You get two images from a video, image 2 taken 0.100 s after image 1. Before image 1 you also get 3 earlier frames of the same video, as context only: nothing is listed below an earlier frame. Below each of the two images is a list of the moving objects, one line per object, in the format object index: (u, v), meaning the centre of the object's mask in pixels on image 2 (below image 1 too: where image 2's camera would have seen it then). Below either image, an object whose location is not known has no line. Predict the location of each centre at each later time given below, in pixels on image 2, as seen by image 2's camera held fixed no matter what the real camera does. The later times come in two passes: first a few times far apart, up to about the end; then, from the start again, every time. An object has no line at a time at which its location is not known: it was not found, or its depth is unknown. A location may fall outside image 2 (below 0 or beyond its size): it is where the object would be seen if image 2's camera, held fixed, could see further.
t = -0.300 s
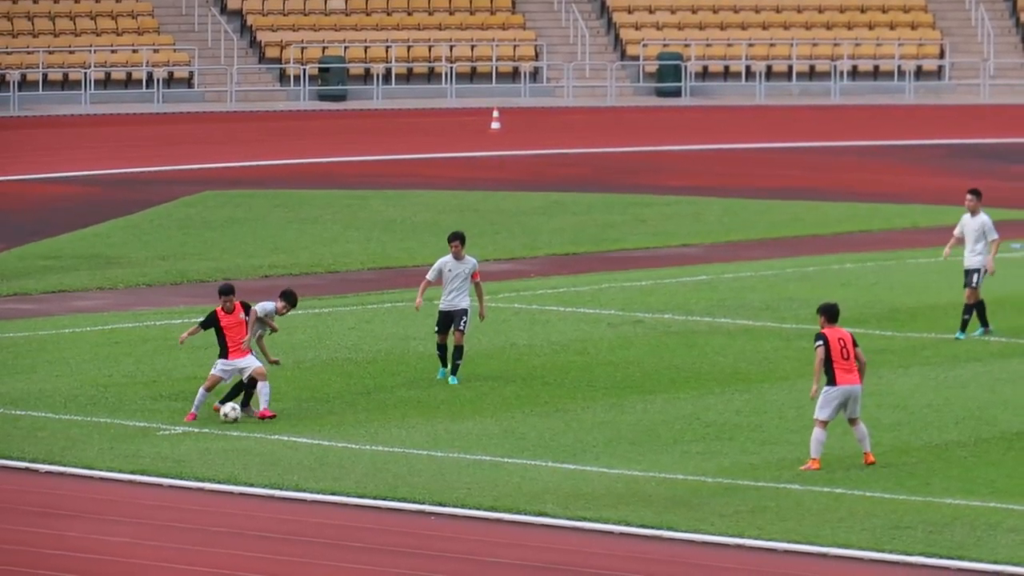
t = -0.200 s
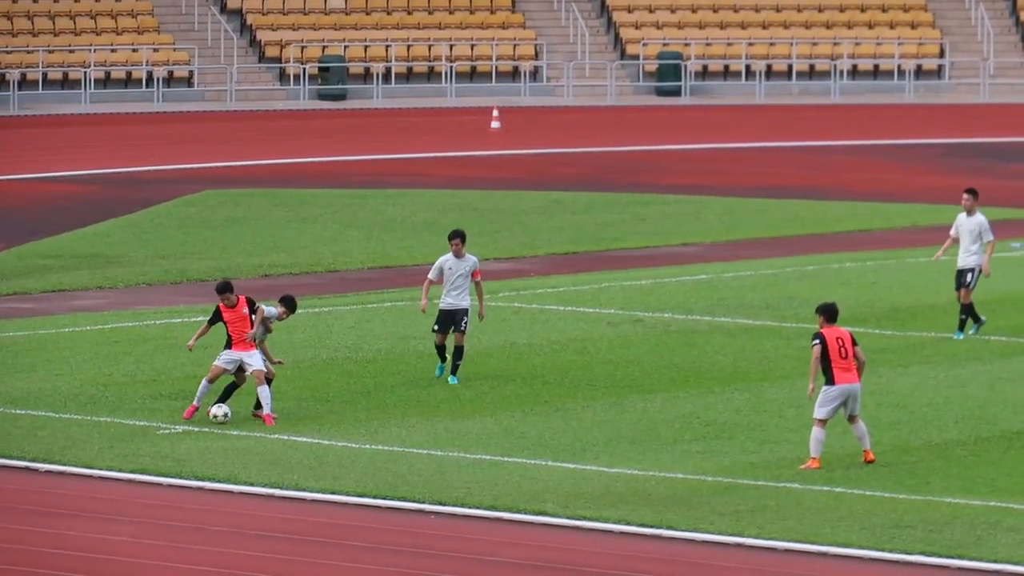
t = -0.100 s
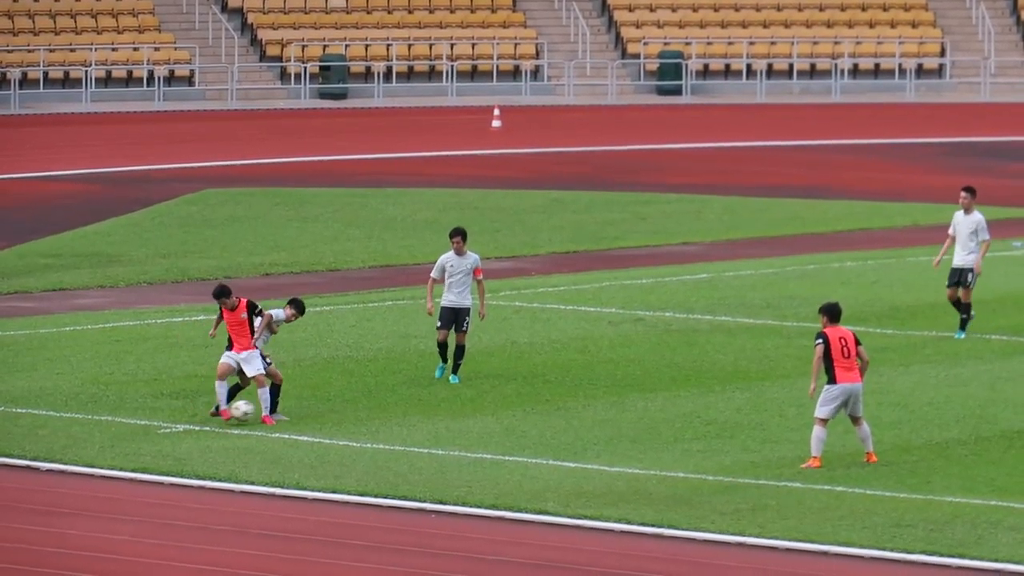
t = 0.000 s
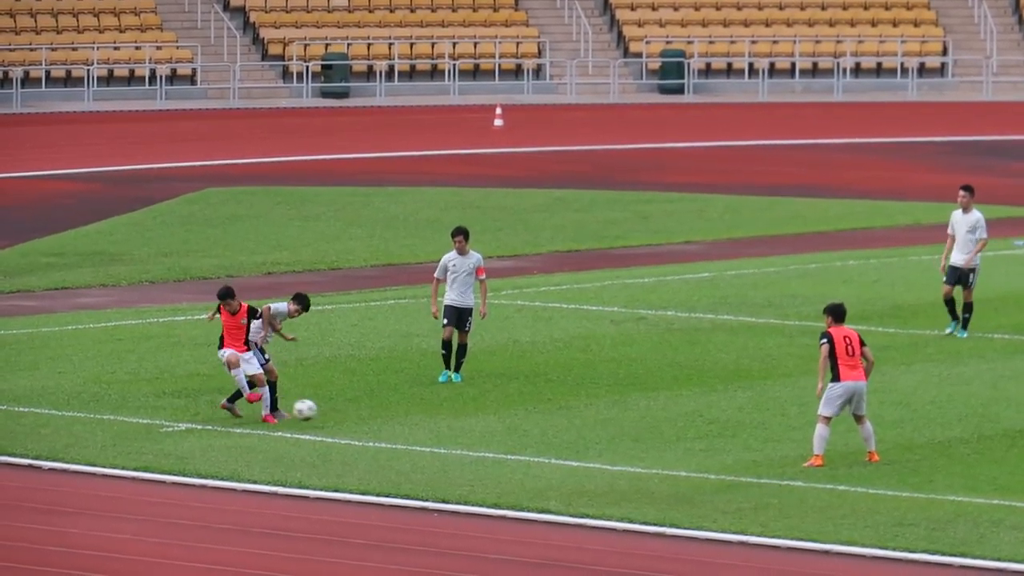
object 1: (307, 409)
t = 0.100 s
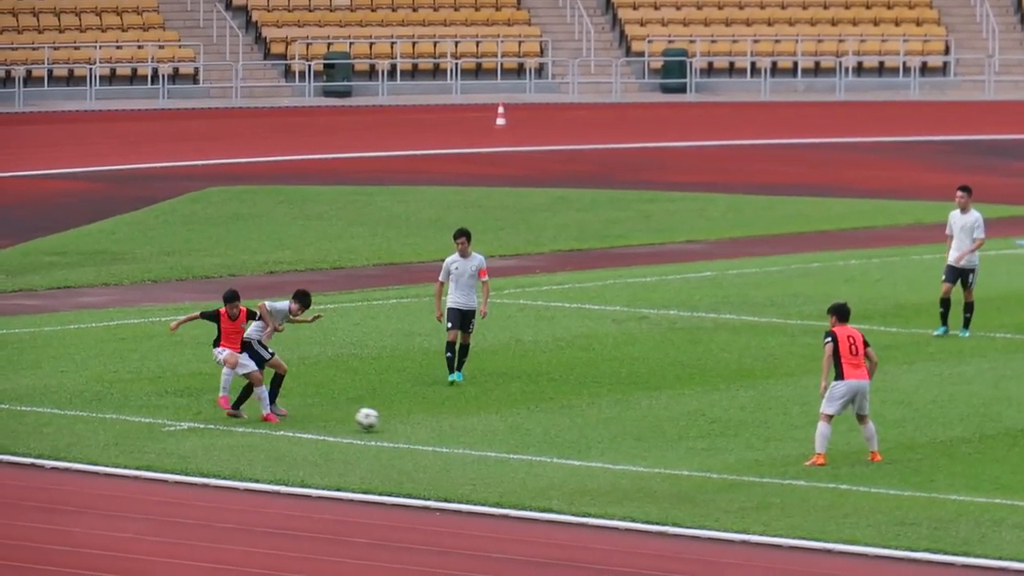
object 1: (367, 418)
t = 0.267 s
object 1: (453, 425)
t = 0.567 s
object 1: (574, 437)
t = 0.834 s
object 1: (643, 443)
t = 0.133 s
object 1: (388, 424)
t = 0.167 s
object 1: (406, 426)
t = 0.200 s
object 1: (422, 425)
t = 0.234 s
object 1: (438, 424)
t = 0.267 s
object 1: (453, 425)
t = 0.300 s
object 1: (469, 426)
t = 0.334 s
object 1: (485, 428)
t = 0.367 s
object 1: (501, 431)
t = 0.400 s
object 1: (515, 433)
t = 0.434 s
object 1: (527, 433)
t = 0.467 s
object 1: (539, 432)
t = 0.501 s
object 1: (551, 433)
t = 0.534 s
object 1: (562, 435)
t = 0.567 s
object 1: (574, 437)
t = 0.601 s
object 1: (583, 438)
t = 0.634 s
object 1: (593, 438)
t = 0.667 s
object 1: (602, 439)
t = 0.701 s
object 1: (610, 440)
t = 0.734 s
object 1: (619, 441)
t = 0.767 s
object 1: (627, 442)
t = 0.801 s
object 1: (635, 443)
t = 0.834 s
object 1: (643, 443)
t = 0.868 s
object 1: (650, 444)
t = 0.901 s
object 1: (657, 445)
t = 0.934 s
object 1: (665, 446)
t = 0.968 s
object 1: (674, 446)
